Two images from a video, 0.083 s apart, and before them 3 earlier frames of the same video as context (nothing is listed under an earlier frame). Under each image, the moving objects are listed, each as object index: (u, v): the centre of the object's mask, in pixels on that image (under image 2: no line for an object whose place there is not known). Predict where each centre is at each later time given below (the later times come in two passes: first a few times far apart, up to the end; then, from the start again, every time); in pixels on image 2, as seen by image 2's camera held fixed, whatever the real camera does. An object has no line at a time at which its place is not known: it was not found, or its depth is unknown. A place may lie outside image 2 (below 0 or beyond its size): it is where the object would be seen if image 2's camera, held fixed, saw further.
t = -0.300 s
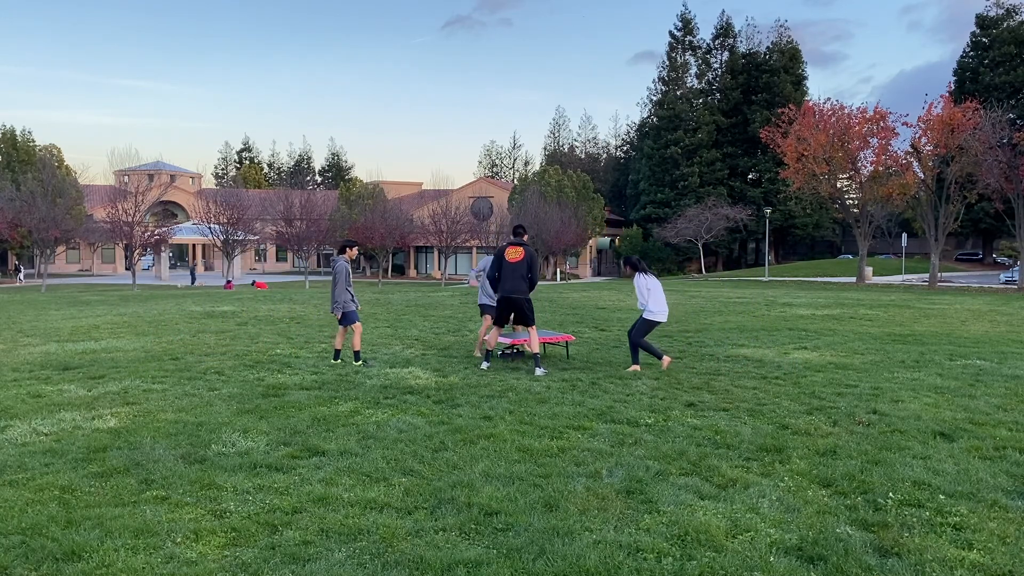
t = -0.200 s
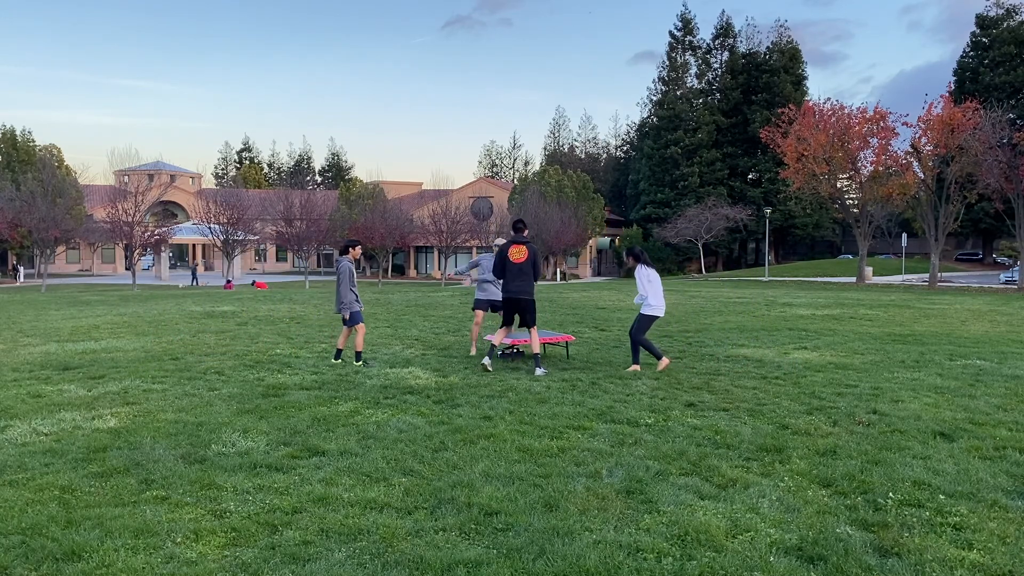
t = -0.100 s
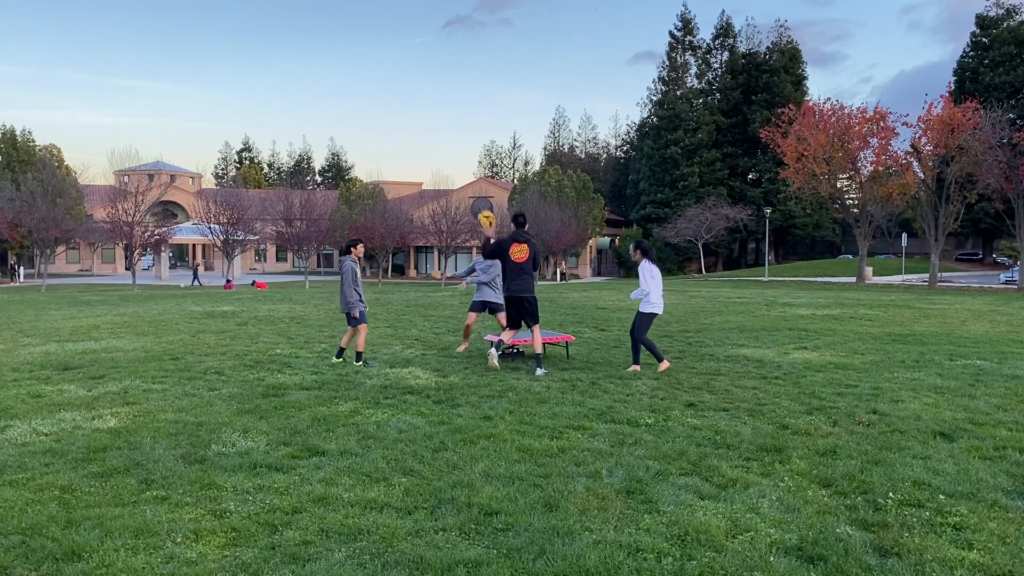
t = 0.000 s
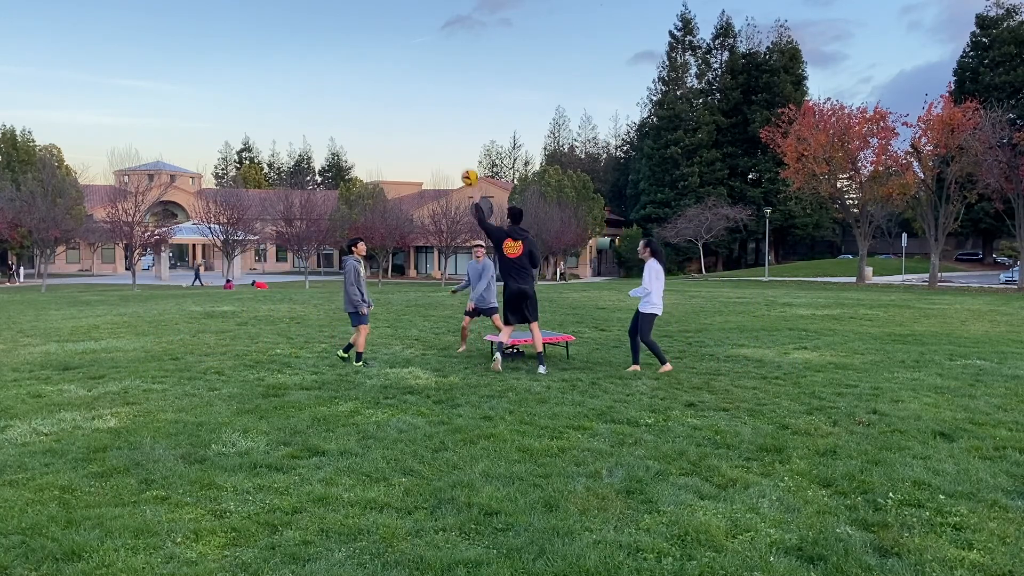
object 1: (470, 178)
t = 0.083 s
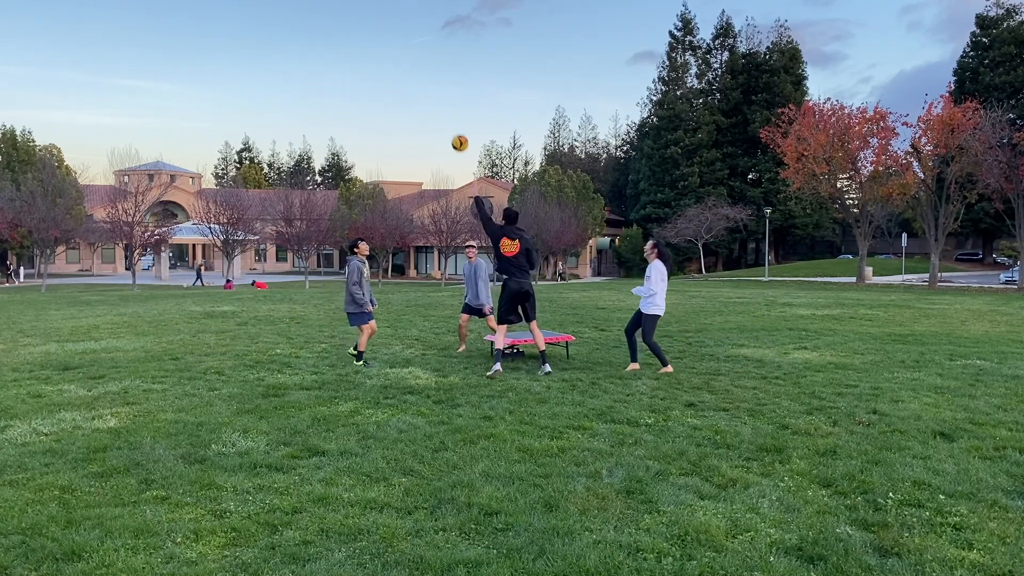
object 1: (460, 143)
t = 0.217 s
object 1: (443, 100)
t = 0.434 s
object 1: (418, 64)
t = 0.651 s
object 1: (394, 64)
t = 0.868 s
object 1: (371, 101)
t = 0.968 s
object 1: (361, 128)
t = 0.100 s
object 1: (458, 137)
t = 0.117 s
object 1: (456, 130)
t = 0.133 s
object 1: (454, 125)
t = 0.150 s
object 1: (452, 120)
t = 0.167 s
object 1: (450, 114)
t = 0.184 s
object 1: (448, 109)
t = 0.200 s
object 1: (446, 104)
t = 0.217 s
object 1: (443, 100)
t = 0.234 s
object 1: (442, 96)
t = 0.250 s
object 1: (440, 92)
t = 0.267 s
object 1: (438, 88)
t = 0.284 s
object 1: (436, 85)
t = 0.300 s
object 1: (434, 82)
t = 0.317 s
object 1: (432, 78)
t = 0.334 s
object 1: (430, 76)
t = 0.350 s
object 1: (428, 73)
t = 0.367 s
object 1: (426, 71)
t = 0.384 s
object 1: (424, 68)
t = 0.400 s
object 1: (422, 67)
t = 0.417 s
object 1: (420, 65)
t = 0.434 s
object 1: (418, 64)
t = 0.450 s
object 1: (416, 62)
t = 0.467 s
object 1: (414, 61)
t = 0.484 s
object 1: (412, 60)
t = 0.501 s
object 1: (411, 60)
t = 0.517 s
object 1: (409, 60)
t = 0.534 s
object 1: (407, 60)
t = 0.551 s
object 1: (405, 59)
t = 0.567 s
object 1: (403, 60)
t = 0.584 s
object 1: (401, 60)
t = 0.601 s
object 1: (399, 61)
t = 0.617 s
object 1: (397, 62)
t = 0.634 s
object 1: (396, 63)
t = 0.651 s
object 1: (394, 64)
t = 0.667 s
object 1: (392, 66)
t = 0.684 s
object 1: (390, 68)
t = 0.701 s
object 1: (388, 70)
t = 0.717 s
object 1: (386, 72)
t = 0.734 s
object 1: (385, 75)
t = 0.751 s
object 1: (383, 77)
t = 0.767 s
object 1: (381, 80)
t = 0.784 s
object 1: (379, 83)
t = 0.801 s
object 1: (378, 86)
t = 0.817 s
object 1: (376, 89)
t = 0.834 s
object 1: (374, 93)
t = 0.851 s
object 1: (373, 96)
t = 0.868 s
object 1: (371, 101)
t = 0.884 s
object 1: (369, 105)
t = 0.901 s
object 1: (367, 109)
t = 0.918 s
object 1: (366, 114)
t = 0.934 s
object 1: (364, 118)
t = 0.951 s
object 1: (363, 123)
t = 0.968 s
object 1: (361, 128)
